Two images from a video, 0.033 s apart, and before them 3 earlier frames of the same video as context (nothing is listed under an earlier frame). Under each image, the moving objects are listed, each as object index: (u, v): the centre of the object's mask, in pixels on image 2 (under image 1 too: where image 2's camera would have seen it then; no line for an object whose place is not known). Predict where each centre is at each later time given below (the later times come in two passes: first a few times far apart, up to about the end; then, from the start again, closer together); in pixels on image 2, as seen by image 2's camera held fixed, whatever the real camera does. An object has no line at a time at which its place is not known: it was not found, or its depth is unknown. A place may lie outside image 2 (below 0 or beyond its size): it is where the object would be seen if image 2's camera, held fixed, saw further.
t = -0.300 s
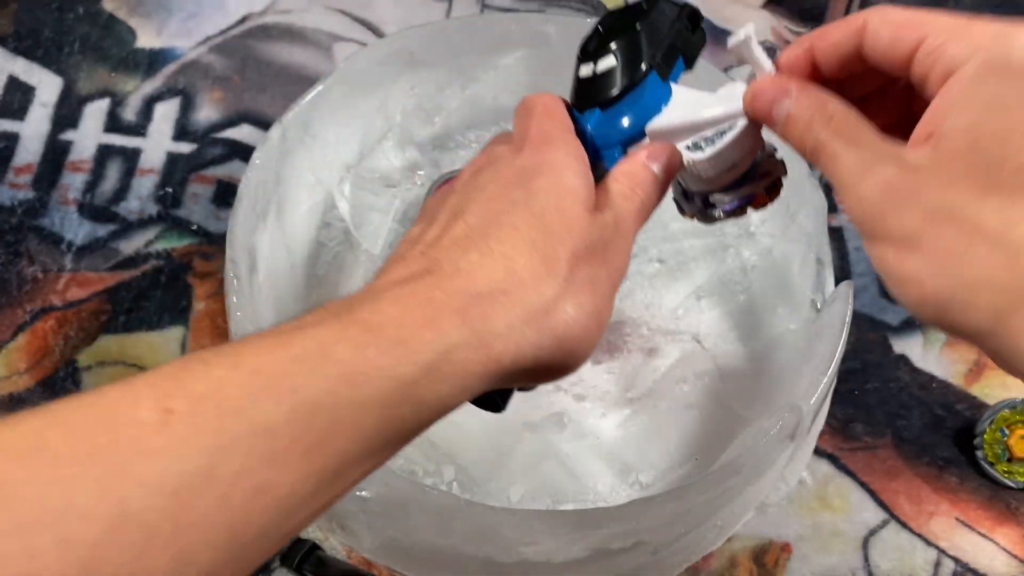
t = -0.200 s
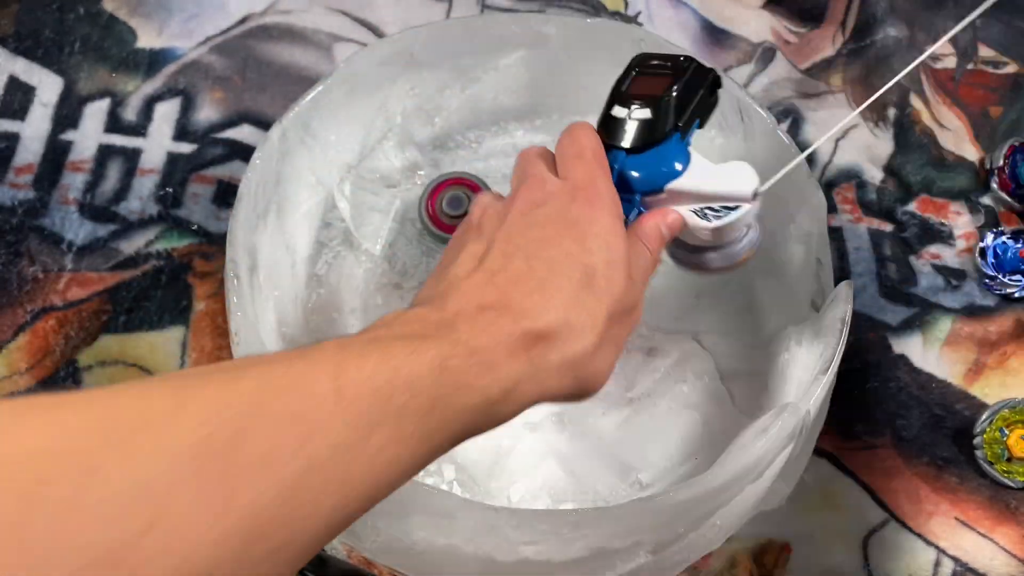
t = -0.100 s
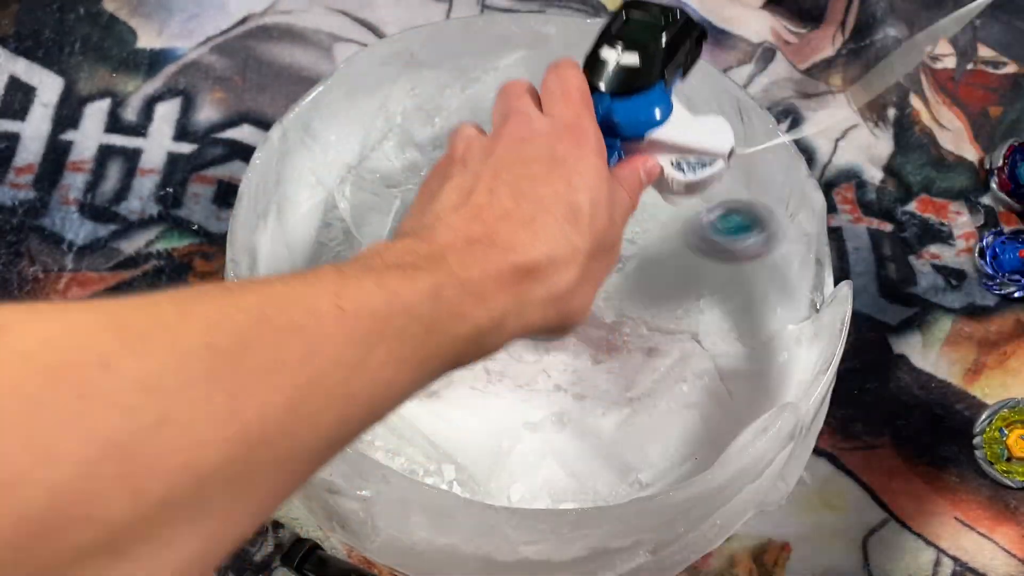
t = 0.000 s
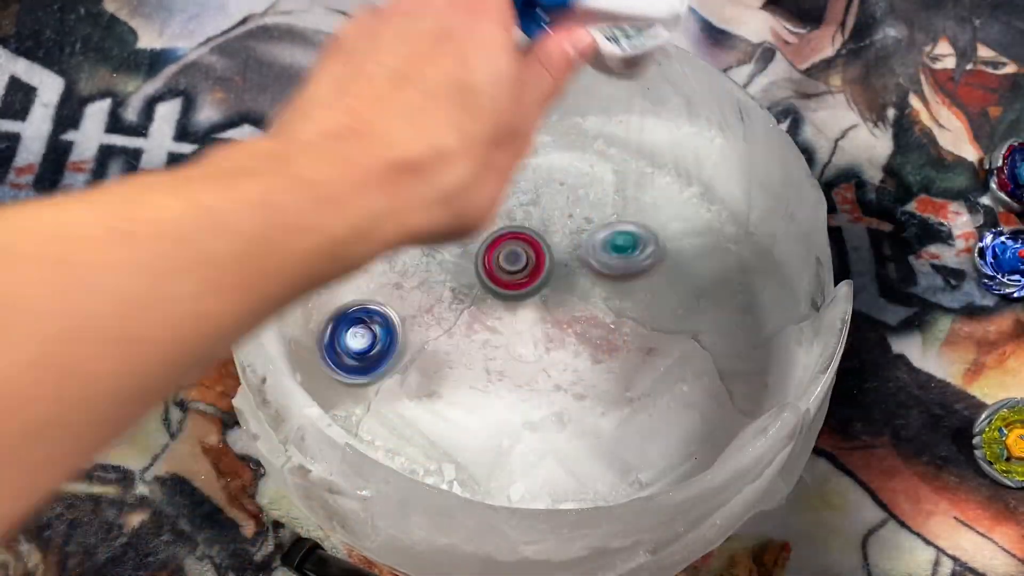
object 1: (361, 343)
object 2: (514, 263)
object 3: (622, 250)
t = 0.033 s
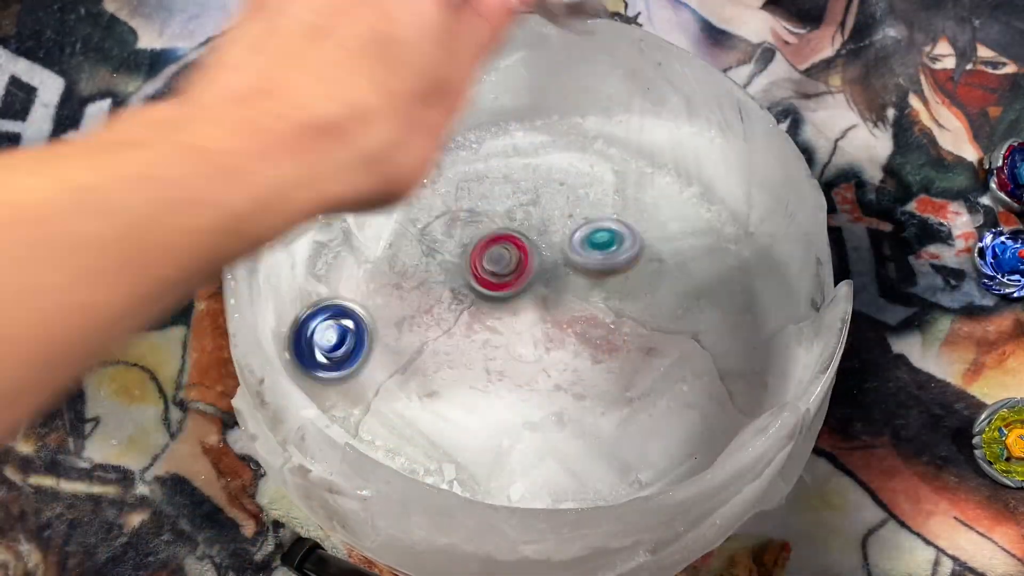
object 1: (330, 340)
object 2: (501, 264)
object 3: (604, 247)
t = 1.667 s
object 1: (627, 197)
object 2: (512, 313)
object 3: (504, 169)
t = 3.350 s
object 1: (461, 212)
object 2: (351, 217)
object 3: (509, 325)
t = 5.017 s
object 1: (459, 186)
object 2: (649, 253)
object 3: (568, 231)
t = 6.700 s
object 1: (443, 300)
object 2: (573, 274)
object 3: (452, 213)
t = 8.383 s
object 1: (485, 284)
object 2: (592, 289)
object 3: (539, 215)
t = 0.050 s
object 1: (343, 326)
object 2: (482, 257)
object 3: (613, 243)
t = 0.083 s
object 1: (368, 302)
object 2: (460, 241)
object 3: (646, 230)
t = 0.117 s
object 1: (392, 281)
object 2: (443, 232)
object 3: (674, 228)
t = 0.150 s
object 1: (398, 269)
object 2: (447, 213)
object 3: (685, 226)
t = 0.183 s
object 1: (406, 266)
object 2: (462, 208)
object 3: (690, 233)
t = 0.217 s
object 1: (417, 258)
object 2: (479, 204)
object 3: (693, 245)
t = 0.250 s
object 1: (432, 252)
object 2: (494, 207)
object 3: (696, 255)
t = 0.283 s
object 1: (448, 247)
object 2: (509, 210)
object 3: (695, 262)
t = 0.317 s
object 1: (450, 245)
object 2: (531, 212)
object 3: (690, 271)
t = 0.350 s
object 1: (435, 252)
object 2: (568, 210)
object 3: (679, 281)
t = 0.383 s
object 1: (424, 260)
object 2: (604, 214)
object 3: (665, 291)
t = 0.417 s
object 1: (419, 264)
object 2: (632, 215)
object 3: (646, 298)
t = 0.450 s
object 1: (417, 266)
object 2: (655, 217)
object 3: (626, 303)
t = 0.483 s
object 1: (418, 266)
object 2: (669, 221)
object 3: (604, 301)
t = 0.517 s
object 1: (421, 266)
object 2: (674, 226)
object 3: (581, 297)
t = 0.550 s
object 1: (428, 266)
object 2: (670, 233)
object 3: (559, 290)
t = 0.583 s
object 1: (437, 268)
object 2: (661, 239)
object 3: (540, 280)
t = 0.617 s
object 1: (445, 270)
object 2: (649, 244)
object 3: (531, 268)
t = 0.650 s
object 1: (446, 273)
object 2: (634, 249)
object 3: (532, 260)
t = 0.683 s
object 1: (414, 282)
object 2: (648, 248)
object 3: (543, 264)
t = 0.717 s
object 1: (390, 287)
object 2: (676, 244)
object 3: (542, 271)
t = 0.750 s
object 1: (393, 284)
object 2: (692, 240)
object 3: (547, 274)
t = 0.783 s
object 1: (409, 284)
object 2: (702, 242)
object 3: (547, 274)
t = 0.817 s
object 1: (426, 296)
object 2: (712, 243)
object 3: (543, 270)
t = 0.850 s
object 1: (444, 306)
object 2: (724, 245)
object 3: (547, 271)
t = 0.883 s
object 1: (464, 307)
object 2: (735, 249)
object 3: (551, 275)
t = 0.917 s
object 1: (484, 306)
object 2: (735, 252)
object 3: (552, 272)
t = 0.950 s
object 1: (447, 326)
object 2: (737, 254)
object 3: (590, 235)
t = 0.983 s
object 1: (376, 352)
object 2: (735, 253)
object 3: (653, 184)
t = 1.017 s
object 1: (338, 357)
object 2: (736, 253)
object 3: (712, 144)
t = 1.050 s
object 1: (334, 343)
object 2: (735, 253)
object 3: (705, 152)
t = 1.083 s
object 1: (355, 319)
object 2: (735, 255)
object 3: (691, 174)
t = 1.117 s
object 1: (377, 309)
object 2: (737, 256)
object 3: (673, 211)
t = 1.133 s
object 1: (388, 308)
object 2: (737, 256)
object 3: (662, 233)
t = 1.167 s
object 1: (410, 306)
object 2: (737, 256)
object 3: (639, 273)
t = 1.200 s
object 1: (434, 288)
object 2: (723, 257)
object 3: (605, 287)
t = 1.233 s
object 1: (457, 270)
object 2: (711, 259)
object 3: (567, 312)
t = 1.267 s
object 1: (481, 253)
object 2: (701, 262)
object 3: (531, 326)
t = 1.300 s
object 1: (505, 237)
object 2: (686, 267)
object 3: (495, 326)
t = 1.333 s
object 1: (527, 223)
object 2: (664, 269)
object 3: (459, 329)
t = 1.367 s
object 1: (548, 211)
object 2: (639, 269)
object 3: (424, 319)
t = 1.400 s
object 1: (567, 204)
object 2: (611, 267)
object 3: (393, 302)
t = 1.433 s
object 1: (580, 194)
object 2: (585, 271)
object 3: (369, 280)
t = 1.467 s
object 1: (589, 181)
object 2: (560, 277)
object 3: (358, 252)
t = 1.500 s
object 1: (595, 174)
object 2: (540, 278)
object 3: (353, 232)
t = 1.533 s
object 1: (598, 173)
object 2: (526, 277)
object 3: (364, 224)
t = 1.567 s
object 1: (596, 178)
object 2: (513, 275)
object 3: (433, 219)
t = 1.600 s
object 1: (591, 183)
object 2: (514, 285)
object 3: (479, 207)
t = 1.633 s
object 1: (590, 191)
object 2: (515, 300)
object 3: (510, 186)
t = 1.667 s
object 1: (627, 197)
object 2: (512, 313)
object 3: (504, 169)
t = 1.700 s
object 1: (656, 204)
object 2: (511, 316)
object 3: (506, 158)
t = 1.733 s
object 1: (674, 215)
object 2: (509, 315)
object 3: (514, 151)
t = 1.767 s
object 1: (684, 226)
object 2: (508, 311)
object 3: (520, 156)
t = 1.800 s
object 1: (688, 233)
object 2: (506, 305)
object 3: (530, 167)
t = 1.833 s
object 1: (688, 239)
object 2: (504, 297)
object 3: (542, 183)
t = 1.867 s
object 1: (682, 243)
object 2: (501, 290)
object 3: (554, 198)
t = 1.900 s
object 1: (670, 250)
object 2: (495, 283)
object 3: (562, 216)
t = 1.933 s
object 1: (653, 256)
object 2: (488, 277)
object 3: (567, 231)
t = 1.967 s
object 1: (649, 261)
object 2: (480, 273)
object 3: (555, 240)
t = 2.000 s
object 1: (661, 266)
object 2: (447, 292)
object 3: (571, 219)
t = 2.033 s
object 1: (666, 269)
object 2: (413, 317)
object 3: (583, 200)
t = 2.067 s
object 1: (665, 271)
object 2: (387, 332)
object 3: (591, 185)
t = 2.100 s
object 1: (659, 272)
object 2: (371, 339)
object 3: (597, 176)
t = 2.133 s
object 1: (649, 272)
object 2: (359, 348)
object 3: (602, 171)
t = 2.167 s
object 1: (638, 272)
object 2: (344, 357)
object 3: (603, 177)
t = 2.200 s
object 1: (624, 270)
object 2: (332, 360)
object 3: (601, 187)
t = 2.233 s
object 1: (609, 268)
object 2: (328, 354)
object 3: (594, 200)
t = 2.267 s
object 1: (619, 309)
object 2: (326, 344)
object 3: (561, 168)
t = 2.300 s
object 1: (630, 353)
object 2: (325, 332)
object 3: (535, 133)
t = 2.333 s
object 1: (639, 389)
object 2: (320, 320)
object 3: (523, 129)
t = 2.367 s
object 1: (639, 414)
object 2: (314, 304)
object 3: (514, 136)
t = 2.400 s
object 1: (636, 445)
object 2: (318, 294)
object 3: (507, 152)
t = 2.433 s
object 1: (621, 416)
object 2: (325, 289)
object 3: (505, 169)
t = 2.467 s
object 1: (603, 393)
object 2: (325, 283)
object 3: (510, 190)
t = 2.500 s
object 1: (596, 361)
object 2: (330, 278)
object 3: (516, 208)
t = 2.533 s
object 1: (593, 331)
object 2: (331, 272)
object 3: (523, 227)
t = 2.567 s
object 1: (588, 310)
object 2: (332, 265)
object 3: (526, 243)
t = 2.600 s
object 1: (592, 291)
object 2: (334, 260)
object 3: (520, 256)
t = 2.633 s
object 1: (606, 273)
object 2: (334, 258)
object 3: (502, 258)
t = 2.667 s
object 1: (617, 258)
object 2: (335, 256)
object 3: (490, 260)
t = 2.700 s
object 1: (621, 239)
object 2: (335, 253)
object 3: (486, 258)
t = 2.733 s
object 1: (621, 222)
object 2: (338, 249)
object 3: (485, 255)
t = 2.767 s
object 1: (617, 208)
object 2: (338, 246)
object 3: (485, 255)
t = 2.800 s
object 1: (610, 195)
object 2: (338, 241)
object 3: (488, 256)
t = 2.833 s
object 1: (600, 187)
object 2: (339, 237)
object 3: (495, 256)
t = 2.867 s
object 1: (588, 181)
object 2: (344, 235)
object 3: (497, 262)
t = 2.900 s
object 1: (573, 180)
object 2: (346, 232)
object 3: (501, 267)
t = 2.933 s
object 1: (556, 183)
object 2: (346, 230)
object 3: (505, 265)
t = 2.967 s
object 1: (539, 189)
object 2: (344, 227)
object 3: (506, 259)
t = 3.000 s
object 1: (526, 188)
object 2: (345, 226)
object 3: (501, 262)
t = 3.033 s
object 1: (516, 183)
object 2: (345, 224)
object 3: (502, 271)
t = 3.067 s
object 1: (508, 183)
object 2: (346, 223)
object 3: (506, 279)
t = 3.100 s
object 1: (502, 187)
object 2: (351, 223)
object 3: (507, 288)
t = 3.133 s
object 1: (496, 195)
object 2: (354, 222)
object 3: (509, 296)
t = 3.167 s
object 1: (491, 204)
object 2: (355, 221)
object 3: (513, 304)
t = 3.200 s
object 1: (484, 214)
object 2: (353, 221)
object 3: (513, 310)
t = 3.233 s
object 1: (479, 223)
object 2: (351, 221)
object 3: (508, 312)
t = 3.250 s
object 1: (477, 228)
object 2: (350, 220)
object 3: (506, 312)
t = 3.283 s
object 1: (475, 236)
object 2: (348, 218)
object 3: (502, 309)
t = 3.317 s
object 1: (469, 230)
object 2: (350, 217)
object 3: (506, 314)
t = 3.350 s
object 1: (461, 212)
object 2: (351, 217)
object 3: (509, 325)
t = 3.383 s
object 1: (457, 197)
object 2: (350, 216)
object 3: (503, 333)
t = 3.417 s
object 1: (457, 192)
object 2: (349, 216)
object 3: (499, 334)
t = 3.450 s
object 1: (459, 191)
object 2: (352, 215)
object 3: (497, 330)
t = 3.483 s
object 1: (461, 192)
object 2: (355, 215)
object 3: (493, 325)
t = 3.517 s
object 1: (465, 195)
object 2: (358, 214)
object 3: (490, 316)
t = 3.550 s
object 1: (469, 199)
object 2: (360, 213)
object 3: (486, 305)
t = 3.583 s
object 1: (473, 203)
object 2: (362, 214)
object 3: (486, 293)
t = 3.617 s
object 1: (478, 207)
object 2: (361, 214)
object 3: (487, 282)
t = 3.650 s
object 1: (482, 205)
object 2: (361, 214)
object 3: (486, 279)
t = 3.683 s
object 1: (484, 181)
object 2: (361, 214)
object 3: (485, 300)
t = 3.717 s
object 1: (479, 171)
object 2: (361, 214)
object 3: (485, 315)
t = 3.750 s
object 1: (476, 167)
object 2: (360, 214)
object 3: (485, 322)
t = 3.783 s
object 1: (475, 169)
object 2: (361, 213)
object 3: (486, 320)
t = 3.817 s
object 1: (476, 173)
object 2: (361, 212)
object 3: (485, 313)
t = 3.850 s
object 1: (478, 178)
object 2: (360, 212)
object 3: (482, 302)
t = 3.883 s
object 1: (481, 184)
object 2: (360, 212)
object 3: (485, 289)
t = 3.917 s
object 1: (484, 190)
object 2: (359, 212)
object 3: (487, 276)
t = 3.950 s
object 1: (487, 193)
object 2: (360, 212)
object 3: (492, 266)
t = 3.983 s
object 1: (488, 180)
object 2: (363, 211)
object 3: (502, 272)
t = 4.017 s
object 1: (490, 170)
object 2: (365, 213)
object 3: (508, 273)
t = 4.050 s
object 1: (493, 165)
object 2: (366, 215)
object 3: (512, 272)
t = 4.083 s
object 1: (496, 165)
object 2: (368, 217)
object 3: (514, 267)
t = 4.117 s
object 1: (498, 167)
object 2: (371, 222)
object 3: (512, 259)
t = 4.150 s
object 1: (499, 172)
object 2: (371, 231)
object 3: (506, 252)
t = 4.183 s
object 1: (501, 178)
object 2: (373, 244)
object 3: (503, 250)
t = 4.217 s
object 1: (501, 179)
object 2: (374, 253)
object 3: (509, 260)
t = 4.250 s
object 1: (502, 179)
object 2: (376, 264)
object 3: (516, 257)
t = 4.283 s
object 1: (503, 181)
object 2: (378, 273)
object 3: (516, 249)
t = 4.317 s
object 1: (500, 170)
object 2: (382, 284)
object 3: (514, 256)
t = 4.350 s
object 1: (498, 163)
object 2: (393, 295)
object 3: (508, 260)
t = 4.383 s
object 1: (498, 162)
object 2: (410, 305)
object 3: (504, 257)
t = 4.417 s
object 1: (497, 165)
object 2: (431, 313)
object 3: (506, 256)
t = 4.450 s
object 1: (497, 169)
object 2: (455, 318)
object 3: (511, 258)
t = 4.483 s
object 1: (497, 174)
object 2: (479, 318)
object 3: (515, 259)
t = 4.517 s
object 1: (498, 179)
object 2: (502, 318)
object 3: (512, 252)
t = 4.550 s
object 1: (495, 164)
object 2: (522, 324)
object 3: (517, 261)
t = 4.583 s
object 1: (494, 153)
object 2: (546, 332)
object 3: (521, 253)
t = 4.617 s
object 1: (496, 154)
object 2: (574, 344)
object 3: (523, 237)
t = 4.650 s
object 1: (498, 157)
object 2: (603, 349)
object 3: (526, 223)
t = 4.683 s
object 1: (499, 154)
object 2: (629, 350)
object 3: (536, 225)
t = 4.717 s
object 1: (501, 159)
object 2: (650, 344)
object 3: (547, 230)
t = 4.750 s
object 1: (504, 167)
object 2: (665, 330)
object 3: (556, 232)
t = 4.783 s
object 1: (506, 176)
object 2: (662, 310)
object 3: (562, 232)
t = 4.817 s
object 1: (509, 185)
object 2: (654, 291)
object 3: (566, 233)
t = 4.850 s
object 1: (500, 181)
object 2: (648, 275)
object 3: (577, 243)
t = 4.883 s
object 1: (491, 179)
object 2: (658, 272)
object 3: (571, 237)
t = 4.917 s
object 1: (486, 181)
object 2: (662, 269)
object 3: (562, 232)
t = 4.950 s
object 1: (484, 185)
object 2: (661, 264)
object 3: (553, 228)
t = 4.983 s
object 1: (471, 184)
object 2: (657, 258)
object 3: (557, 228)
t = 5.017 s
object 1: (459, 186)
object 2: (649, 253)
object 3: (568, 231)
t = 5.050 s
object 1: (454, 194)
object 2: (644, 251)
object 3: (568, 232)
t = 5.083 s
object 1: (453, 201)
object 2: (647, 253)
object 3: (554, 229)
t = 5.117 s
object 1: (453, 208)
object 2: (647, 254)
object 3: (541, 226)
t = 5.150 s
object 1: (454, 214)
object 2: (642, 255)
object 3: (530, 224)
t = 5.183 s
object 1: (446, 218)
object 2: (635, 255)
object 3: (534, 227)
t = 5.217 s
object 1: (440, 222)
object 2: (625, 256)
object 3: (533, 230)
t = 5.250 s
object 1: (438, 228)
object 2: (616, 254)
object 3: (532, 230)
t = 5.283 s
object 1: (443, 232)
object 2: (612, 257)
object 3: (530, 230)
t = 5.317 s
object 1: (449, 234)
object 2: (607, 259)
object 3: (527, 230)
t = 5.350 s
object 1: (436, 236)
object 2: (612, 263)
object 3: (537, 226)
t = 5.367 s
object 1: (433, 238)
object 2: (618, 268)
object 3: (537, 222)
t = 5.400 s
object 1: (428, 244)
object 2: (628, 277)
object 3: (536, 217)
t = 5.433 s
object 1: (427, 250)
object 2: (634, 283)
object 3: (535, 214)
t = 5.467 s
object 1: (426, 254)
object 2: (635, 288)
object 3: (534, 214)
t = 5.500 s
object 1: (426, 255)
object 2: (633, 290)
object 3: (533, 216)
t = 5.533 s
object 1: (428, 255)
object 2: (630, 291)
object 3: (532, 220)
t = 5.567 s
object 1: (430, 255)
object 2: (624, 292)
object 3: (530, 225)
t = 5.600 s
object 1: (429, 256)
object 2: (616, 292)
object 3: (528, 228)
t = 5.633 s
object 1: (430, 256)
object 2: (608, 293)
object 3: (524, 232)
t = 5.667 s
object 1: (432, 256)
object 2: (598, 293)
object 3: (519, 236)
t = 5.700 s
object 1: (434, 255)
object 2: (587, 296)
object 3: (516, 242)
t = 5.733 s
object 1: (435, 256)
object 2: (583, 290)
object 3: (515, 246)
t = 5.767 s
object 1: (437, 256)
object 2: (582, 289)
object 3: (516, 248)
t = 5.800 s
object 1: (439, 257)
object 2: (594, 291)
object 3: (514, 241)
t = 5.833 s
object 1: (425, 261)
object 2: (595, 290)
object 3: (528, 234)
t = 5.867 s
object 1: (417, 263)
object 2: (589, 293)
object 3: (542, 231)
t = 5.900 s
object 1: (417, 264)
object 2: (587, 289)
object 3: (547, 224)
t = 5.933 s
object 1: (419, 266)
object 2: (591, 286)
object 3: (547, 209)
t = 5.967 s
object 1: (421, 268)
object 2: (591, 286)
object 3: (545, 200)
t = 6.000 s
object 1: (420, 269)
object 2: (586, 291)
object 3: (539, 195)
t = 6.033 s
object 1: (419, 267)
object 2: (584, 288)
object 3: (536, 192)
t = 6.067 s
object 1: (420, 268)
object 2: (585, 288)
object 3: (534, 192)
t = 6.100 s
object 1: (420, 269)
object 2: (587, 289)
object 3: (531, 194)
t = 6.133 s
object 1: (420, 270)
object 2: (588, 289)
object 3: (528, 197)
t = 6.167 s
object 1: (419, 270)
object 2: (585, 287)
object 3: (522, 201)
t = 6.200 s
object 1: (419, 271)
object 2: (585, 286)
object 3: (518, 202)
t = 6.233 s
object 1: (418, 271)
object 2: (588, 285)
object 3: (511, 204)
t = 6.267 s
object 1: (418, 271)
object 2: (588, 288)
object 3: (506, 207)
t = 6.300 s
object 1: (418, 270)
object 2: (589, 288)
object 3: (501, 211)
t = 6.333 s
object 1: (417, 271)
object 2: (588, 283)
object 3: (496, 215)
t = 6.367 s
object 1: (417, 271)
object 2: (583, 281)
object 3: (493, 220)
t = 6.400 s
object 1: (417, 271)
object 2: (579, 282)
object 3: (490, 227)
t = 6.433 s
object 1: (417, 273)
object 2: (576, 280)
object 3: (483, 231)
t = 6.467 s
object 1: (418, 272)
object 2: (571, 277)
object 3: (478, 235)
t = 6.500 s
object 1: (416, 275)
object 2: (565, 274)
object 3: (477, 237)
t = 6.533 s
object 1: (417, 278)
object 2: (557, 273)
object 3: (477, 239)
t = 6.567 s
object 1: (416, 283)
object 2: (550, 268)
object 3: (480, 238)
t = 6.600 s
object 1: (418, 290)
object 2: (560, 271)
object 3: (466, 227)
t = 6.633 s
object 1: (425, 294)
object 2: (569, 275)
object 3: (456, 218)
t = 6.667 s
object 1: (432, 297)
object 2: (572, 275)
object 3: (452, 213)
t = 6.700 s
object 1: (443, 300)
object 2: (573, 274)
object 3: (452, 213)
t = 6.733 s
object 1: (455, 301)
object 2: (571, 275)
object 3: (455, 214)
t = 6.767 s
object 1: (467, 304)
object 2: (569, 273)
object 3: (459, 217)
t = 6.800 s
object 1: (481, 304)
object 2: (565, 273)
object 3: (465, 219)
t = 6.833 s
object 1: (487, 305)
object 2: (564, 270)
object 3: (470, 226)
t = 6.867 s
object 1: (470, 310)
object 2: (577, 267)
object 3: (476, 232)
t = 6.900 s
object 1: (459, 311)
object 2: (587, 263)
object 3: (483, 241)
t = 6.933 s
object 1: (457, 311)
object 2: (592, 259)
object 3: (488, 249)
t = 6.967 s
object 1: (459, 316)
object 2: (595, 256)
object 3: (493, 251)
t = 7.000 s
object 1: (459, 319)
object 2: (596, 254)
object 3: (498, 248)
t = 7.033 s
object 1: (458, 317)
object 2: (596, 252)
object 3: (503, 249)
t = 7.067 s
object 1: (457, 314)
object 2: (592, 252)
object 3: (507, 247)
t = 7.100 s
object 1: (460, 309)
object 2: (586, 252)
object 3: (511, 247)
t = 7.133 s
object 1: (464, 304)
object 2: (602, 257)
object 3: (499, 239)
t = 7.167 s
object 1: (468, 299)
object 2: (616, 263)
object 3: (487, 234)
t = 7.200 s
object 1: (474, 300)
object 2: (623, 268)
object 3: (480, 224)
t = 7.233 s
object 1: (479, 303)
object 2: (627, 271)
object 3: (477, 216)
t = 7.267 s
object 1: (482, 303)
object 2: (626, 273)
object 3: (480, 212)
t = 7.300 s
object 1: (483, 305)
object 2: (623, 273)
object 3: (486, 211)
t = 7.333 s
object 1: (484, 304)
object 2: (617, 271)
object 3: (494, 208)
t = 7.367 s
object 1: (485, 303)
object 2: (610, 268)
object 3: (501, 206)
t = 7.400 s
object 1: (486, 303)
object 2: (602, 265)
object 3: (510, 203)
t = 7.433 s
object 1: (486, 302)
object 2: (596, 262)
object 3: (519, 202)
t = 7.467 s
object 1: (487, 300)
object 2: (589, 258)
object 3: (528, 203)
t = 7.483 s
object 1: (487, 298)
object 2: (586, 256)
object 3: (532, 204)
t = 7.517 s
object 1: (489, 296)
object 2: (587, 262)
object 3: (535, 193)
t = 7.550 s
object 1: (492, 295)
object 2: (592, 276)
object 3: (534, 181)
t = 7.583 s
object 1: (493, 293)
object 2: (593, 287)
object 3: (535, 175)
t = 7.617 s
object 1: (491, 290)
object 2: (597, 294)
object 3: (538, 173)
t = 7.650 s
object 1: (488, 288)
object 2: (597, 295)
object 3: (543, 175)
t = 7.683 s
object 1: (488, 285)
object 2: (595, 294)
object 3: (549, 178)
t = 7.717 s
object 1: (488, 283)
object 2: (595, 294)
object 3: (554, 183)
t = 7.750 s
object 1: (488, 282)
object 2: (595, 294)
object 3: (558, 191)
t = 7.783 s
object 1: (489, 282)
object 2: (595, 294)
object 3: (559, 201)
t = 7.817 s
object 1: (489, 282)
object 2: (595, 294)
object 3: (559, 211)
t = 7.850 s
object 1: (489, 282)
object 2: (594, 293)
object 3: (557, 220)
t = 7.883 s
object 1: (489, 282)
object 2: (594, 293)
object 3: (554, 229)
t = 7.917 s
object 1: (489, 282)
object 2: (595, 294)
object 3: (547, 232)
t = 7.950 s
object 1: (488, 282)
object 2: (592, 293)
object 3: (541, 232)
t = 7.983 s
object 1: (485, 286)
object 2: (593, 293)
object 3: (536, 232)
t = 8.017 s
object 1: (485, 288)
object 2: (592, 293)
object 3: (534, 231)
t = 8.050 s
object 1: (487, 288)
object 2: (592, 292)
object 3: (529, 230)
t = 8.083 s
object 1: (485, 291)
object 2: (592, 292)
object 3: (527, 228)
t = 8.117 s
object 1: (482, 296)
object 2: (592, 292)
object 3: (530, 218)
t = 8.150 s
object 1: (483, 297)
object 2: (592, 292)
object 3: (532, 212)
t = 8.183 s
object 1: (484, 296)
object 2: (592, 291)
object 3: (534, 208)
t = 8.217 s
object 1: (482, 294)
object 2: (592, 291)
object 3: (536, 207)
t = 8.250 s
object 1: (480, 292)
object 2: (593, 291)
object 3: (537, 207)
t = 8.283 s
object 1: (479, 290)
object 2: (592, 290)
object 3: (537, 208)
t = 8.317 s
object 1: (479, 287)
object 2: (592, 290)
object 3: (538, 209)
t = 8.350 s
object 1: (482, 285)
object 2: (592, 290)
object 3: (540, 212)
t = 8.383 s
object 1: (485, 284)
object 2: (592, 289)
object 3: (539, 215)
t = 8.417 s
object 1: (488, 282)
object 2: (592, 289)
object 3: (536, 221)
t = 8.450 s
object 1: (488, 282)
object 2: (592, 289)
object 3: (533, 227)
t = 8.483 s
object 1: (485, 284)
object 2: (592, 289)
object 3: (533, 228)
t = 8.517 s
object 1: (483, 286)
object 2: (592, 288)
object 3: (533, 226)
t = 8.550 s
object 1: (484, 285)
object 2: (592, 288)
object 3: (532, 224)
